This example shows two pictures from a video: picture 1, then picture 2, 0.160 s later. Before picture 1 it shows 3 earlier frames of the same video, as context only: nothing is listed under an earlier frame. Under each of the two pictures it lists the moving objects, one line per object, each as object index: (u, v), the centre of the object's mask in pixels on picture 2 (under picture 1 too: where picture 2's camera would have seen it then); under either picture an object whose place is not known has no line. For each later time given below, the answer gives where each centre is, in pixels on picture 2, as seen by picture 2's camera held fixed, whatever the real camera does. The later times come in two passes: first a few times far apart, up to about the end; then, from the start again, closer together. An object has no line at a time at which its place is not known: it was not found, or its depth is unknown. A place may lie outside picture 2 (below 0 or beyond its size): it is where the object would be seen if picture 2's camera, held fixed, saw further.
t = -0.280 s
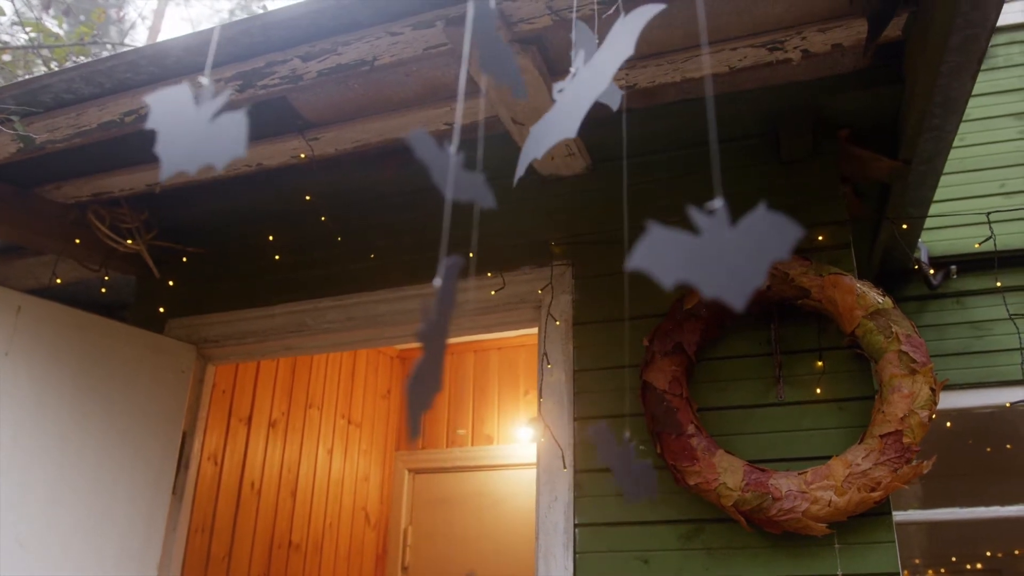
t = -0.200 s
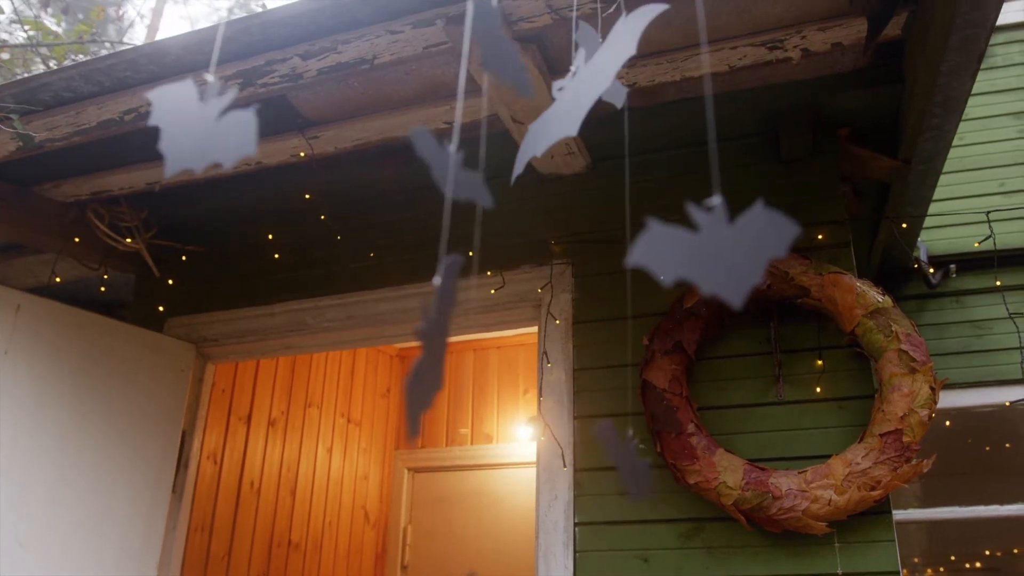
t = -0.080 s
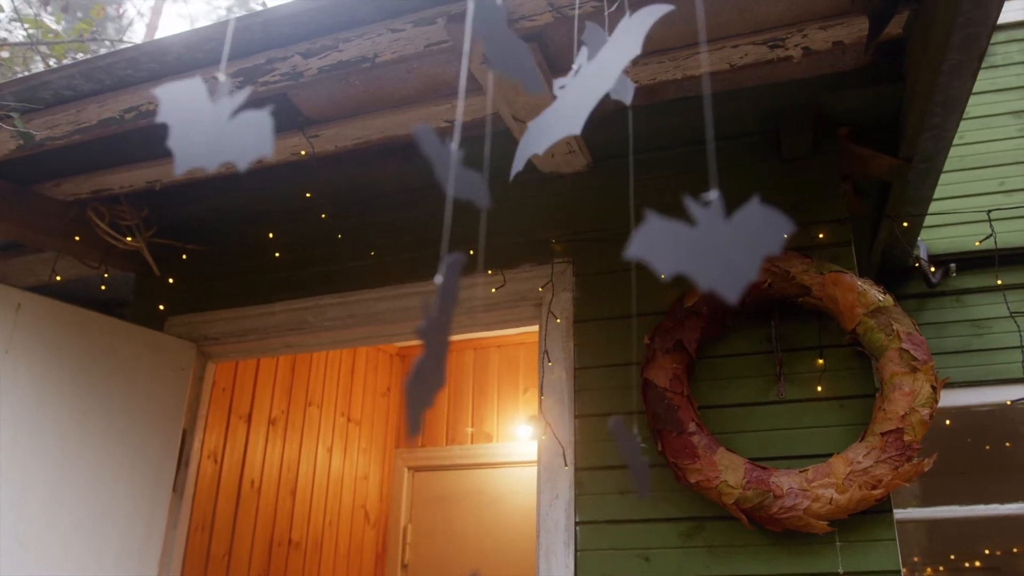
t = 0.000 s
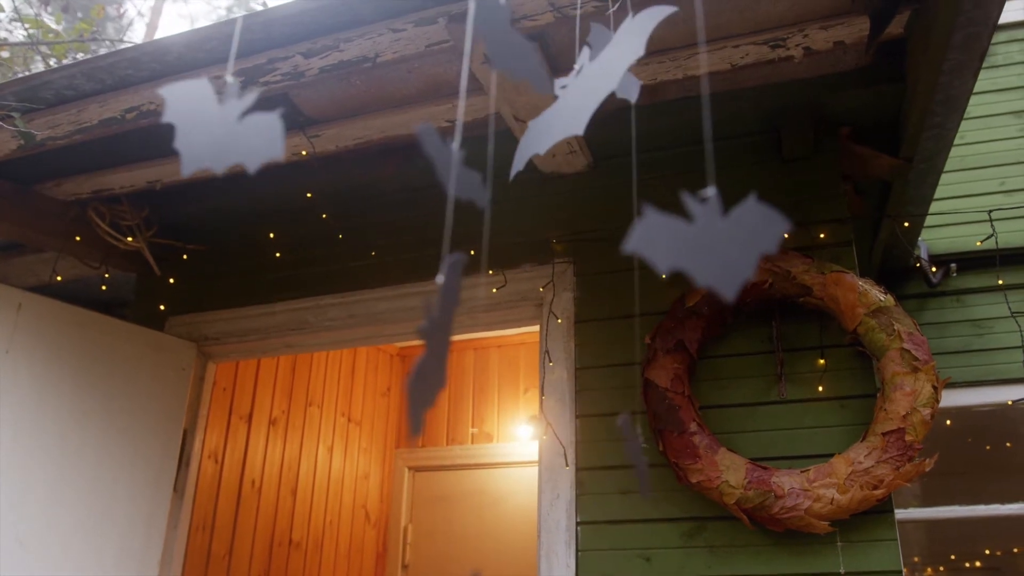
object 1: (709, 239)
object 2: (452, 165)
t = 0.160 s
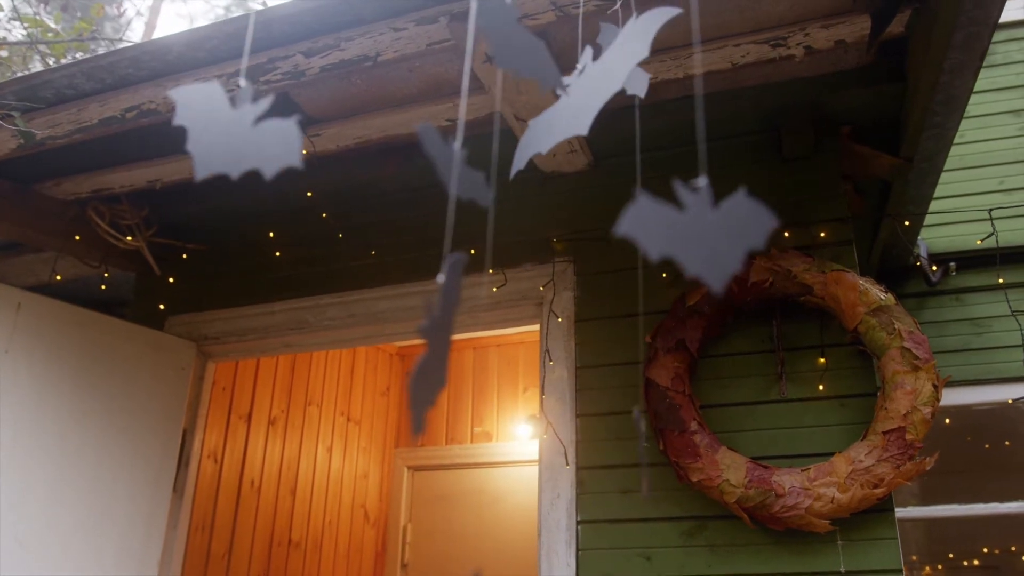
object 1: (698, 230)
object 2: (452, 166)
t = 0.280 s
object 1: (688, 223)
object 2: (453, 167)
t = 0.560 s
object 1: (667, 202)
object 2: (461, 173)
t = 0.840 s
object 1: (658, 182)
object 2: (482, 175)
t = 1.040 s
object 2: (492, 177)
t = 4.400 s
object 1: (735, 191)
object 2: (501, 164)
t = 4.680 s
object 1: (695, 213)
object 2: (486, 165)
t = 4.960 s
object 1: (657, 218)
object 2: (468, 167)
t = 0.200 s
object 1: (695, 228)
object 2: (452, 167)
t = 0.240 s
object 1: (691, 225)
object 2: (453, 167)
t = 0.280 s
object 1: (688, 223)
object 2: (453, 167)
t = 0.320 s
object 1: (685, 220)
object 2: (453, 169)
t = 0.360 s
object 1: (682, 217)
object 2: (456, 168)
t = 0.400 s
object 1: (679, 214)
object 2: (457, 169)
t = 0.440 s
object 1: (675, 211)
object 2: (457, 170)
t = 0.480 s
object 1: (672, 208)
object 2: (458, 171)
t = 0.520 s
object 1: (670, 205)
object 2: (458, 171)
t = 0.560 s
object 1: (667, 202)
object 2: (461, 173)
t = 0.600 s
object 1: (665, 199)
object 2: (463, 171)
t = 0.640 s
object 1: (664, 196)
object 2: (465, 173)
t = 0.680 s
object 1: (662, 193)
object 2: (467, 173)
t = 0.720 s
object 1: (661, 191)
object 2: (470, 174)
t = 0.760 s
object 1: (660, 188)
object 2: (471, 175)
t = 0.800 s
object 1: (659, 184)
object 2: (472, 174)
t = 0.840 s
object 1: (658, 182)
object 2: (482, 175)
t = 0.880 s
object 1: (657, 179)
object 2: (483, 175)
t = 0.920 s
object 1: (657, 177)
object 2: (485, 175)
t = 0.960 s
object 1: (658, 176)
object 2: (488, 176)
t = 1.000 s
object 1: (659, 174)
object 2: (491, 175)
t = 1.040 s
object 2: (492, 177)
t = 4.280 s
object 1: (756, 185)
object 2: (509, 164)
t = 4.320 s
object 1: (750, 188)
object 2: (508, 165)
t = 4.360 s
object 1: (742, 189)
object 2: (504, 164)
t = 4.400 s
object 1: (735, 191)
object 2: (501, 164)
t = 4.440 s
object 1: (728, 192)
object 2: (499, 164)
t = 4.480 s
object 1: (724, 196)
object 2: (497, 164)
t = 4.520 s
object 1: (718, 199)
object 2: (495, 164)
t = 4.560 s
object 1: (712, 200)
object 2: (493, 165)
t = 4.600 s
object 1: (705, 200)
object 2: (491, 165)
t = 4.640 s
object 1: (700, 212)
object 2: (489, 165)
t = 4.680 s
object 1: (695, 213)
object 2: (486, 165)
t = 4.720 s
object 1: (690, 212)
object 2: (484, 165)
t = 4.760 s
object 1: (685, 213)
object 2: (482, 165)
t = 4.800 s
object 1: (679, 214)
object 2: (480, 166)
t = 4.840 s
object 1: (674, 216)
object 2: (478, 166)
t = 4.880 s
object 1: (668, 216)
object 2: (474, 166)
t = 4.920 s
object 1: (665, 217)
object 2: (473, 165)
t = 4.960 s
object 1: (657, 218)
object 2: (468, 167)
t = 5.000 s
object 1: (652, 220)
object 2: (464, 166)
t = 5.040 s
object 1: (647, 222)
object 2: (461, 167)
